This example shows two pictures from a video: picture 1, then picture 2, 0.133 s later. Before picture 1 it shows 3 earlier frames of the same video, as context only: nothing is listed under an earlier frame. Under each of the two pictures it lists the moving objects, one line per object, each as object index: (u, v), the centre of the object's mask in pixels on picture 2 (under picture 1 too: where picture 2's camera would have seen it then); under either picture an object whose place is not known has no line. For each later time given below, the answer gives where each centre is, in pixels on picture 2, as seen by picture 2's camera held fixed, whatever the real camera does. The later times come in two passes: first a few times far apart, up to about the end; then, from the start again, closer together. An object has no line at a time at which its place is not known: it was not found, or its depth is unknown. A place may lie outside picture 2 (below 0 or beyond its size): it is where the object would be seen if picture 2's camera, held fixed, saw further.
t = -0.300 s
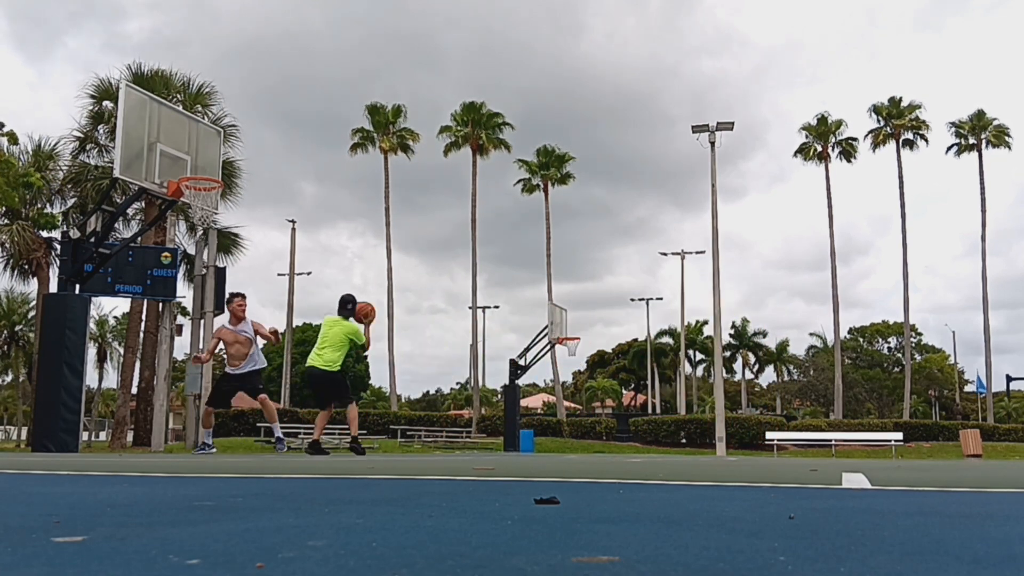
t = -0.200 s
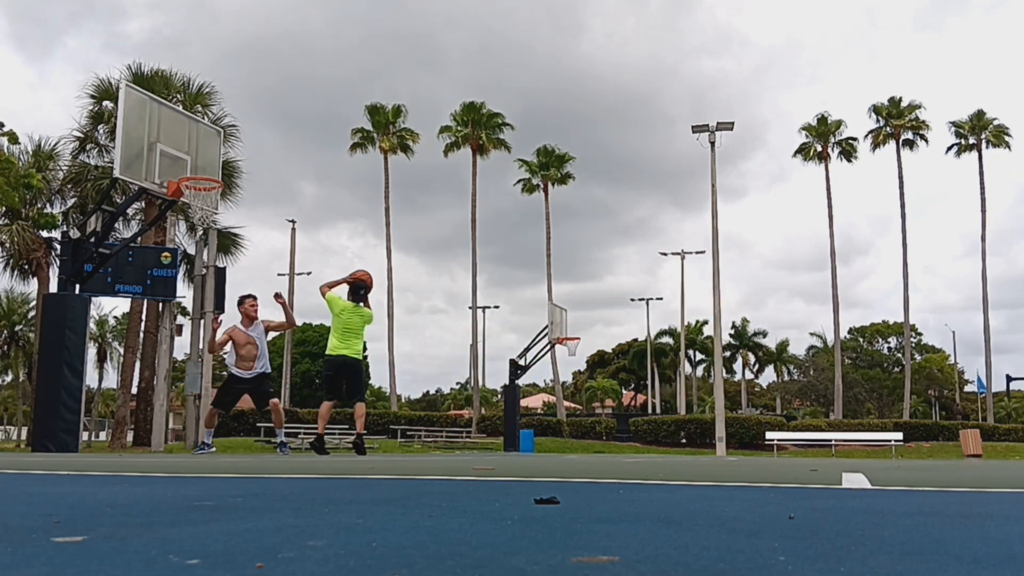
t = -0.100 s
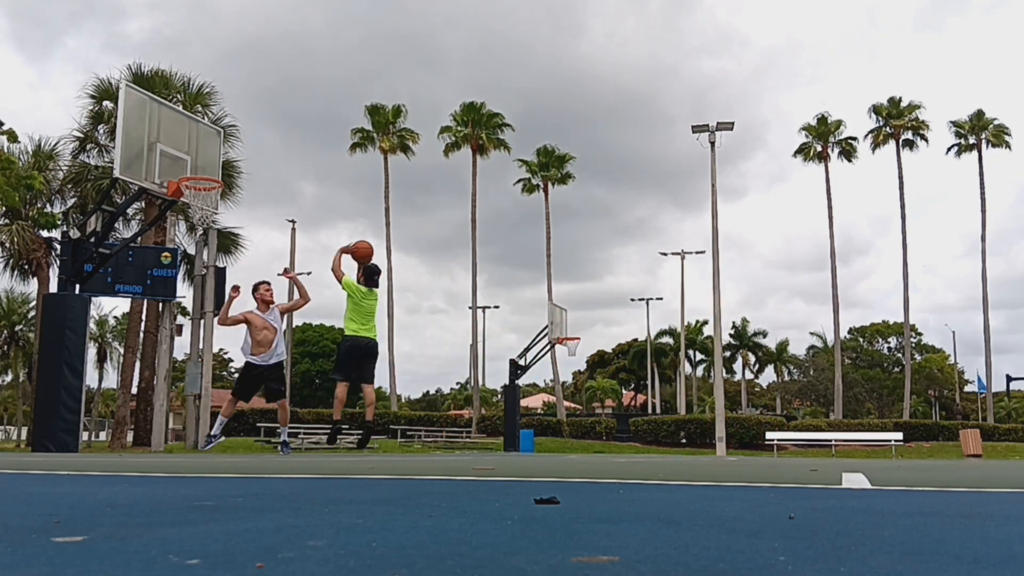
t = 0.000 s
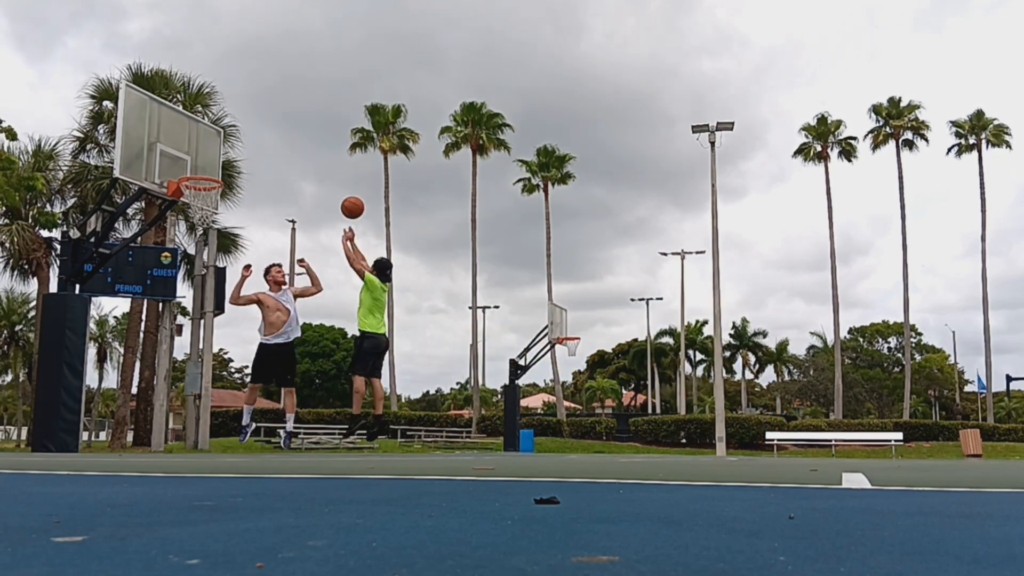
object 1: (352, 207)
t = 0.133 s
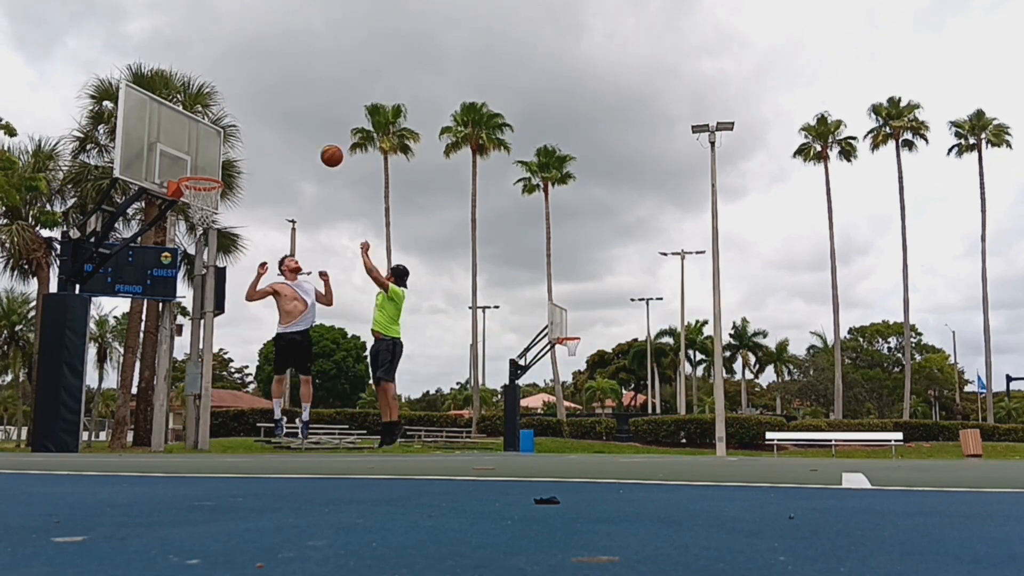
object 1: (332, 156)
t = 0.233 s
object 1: (317, 128)
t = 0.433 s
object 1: (288, 102)
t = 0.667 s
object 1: (255, 117)
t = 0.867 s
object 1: (228, 165)
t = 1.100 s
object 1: (239, 162)
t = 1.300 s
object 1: (253, 176)
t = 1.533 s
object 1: (268, 230)
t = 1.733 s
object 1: (279, 308)
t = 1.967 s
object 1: (290, 435)
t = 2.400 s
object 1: (319, 323)
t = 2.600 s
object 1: (331, 310)
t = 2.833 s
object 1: (343, 329)
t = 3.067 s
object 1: (353, 383)
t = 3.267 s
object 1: (361, 441)
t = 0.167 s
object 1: (327, 146)
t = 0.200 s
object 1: (321, 136)
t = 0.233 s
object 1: (317, 128)
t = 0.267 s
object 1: (312, 122)
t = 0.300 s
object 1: (307, 116)
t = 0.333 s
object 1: (302, 111)
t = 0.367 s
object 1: (297, 107)
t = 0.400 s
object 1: (292, 104)
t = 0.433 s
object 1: (288, 102)
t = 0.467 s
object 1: (283, 102)
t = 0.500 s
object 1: (278, 102)
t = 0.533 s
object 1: (273, 103)
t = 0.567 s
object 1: (269, 105)
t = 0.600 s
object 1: (264, 108)
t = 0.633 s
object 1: (260, 112)
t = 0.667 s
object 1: (255, 117)
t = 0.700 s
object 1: (251, 123)
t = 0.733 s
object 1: (246, 129)
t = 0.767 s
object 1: (242, 137)
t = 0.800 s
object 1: (237, 146)
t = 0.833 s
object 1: (233, 155)
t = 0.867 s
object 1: (228, 165)
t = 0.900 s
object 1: (224, 175)
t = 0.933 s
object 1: (225, 173)
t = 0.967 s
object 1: (228, 169)
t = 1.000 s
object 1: (231, 166)
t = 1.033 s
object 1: (234, 163)
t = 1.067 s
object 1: (236, 163)
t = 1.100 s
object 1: (239, 162)
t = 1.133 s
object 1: (241, 162)
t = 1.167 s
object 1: (244, 163)
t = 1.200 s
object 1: (247, 165)
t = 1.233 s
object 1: (249, 168)
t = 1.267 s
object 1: (251, 171)
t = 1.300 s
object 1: (253, 176)
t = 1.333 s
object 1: (256, 181)
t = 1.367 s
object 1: (258, 187)
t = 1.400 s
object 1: (260, 194)
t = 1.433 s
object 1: (262, 202)
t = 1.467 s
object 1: (264, 211)
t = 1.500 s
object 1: (266, 220)
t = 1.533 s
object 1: (268, 230)
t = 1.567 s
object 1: (270, 241)
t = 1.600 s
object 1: (272, 253)
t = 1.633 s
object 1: (274, 266)
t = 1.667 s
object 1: (276, 279)
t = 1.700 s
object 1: (277, 293)
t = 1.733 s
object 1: (279, 308)
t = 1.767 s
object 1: (281, 323)
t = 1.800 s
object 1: (283, 340)
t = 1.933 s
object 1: (289, 414)
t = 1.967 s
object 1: (290, 435)
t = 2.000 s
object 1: (292, 441)
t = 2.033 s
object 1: (295, 426)
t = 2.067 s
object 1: (297, 412)
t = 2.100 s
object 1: (299, 399)
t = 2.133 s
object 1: (302, 387)
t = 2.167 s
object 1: (304, 375)
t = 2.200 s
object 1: (307, 366)
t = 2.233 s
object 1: (309, 357)
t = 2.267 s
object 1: (311, 349)
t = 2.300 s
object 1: (313, 341)
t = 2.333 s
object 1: (316, 334)
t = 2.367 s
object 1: (318, 329)
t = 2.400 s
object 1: (319, 323)
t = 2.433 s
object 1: (321, 319)
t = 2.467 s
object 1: (323, 316)
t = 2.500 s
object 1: (325, 313)
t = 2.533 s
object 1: (327, 312)
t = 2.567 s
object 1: (329, 311)
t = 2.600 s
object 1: (331, 310)
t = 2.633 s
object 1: (332, 311)
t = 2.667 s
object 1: (334, 312)
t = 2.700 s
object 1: (336, 314)
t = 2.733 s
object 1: (338, 317)
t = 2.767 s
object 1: (339, 320)
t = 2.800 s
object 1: (341, 324)
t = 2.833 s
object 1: (343, 329)
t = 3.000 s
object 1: (350, 364)
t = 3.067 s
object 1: (353, 383)
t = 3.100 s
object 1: (354, 393)
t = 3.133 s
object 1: (356, 404)
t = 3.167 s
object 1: (357, 416)
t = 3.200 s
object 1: (358, 428)
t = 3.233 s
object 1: (359, 442)
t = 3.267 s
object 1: (361, 441)
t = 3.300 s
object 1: (363, 430)
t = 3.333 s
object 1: (365, 421)
